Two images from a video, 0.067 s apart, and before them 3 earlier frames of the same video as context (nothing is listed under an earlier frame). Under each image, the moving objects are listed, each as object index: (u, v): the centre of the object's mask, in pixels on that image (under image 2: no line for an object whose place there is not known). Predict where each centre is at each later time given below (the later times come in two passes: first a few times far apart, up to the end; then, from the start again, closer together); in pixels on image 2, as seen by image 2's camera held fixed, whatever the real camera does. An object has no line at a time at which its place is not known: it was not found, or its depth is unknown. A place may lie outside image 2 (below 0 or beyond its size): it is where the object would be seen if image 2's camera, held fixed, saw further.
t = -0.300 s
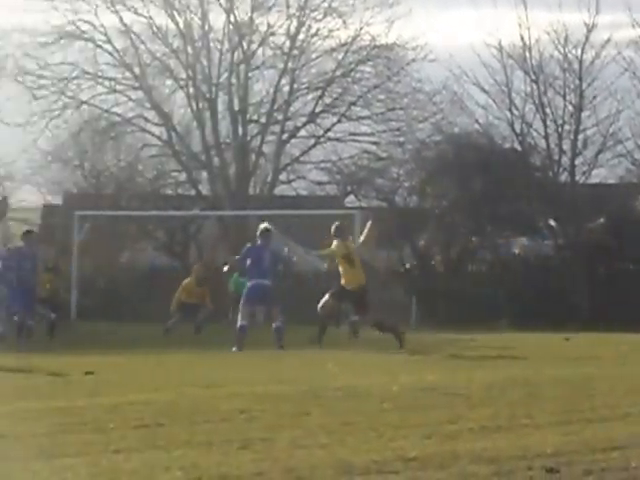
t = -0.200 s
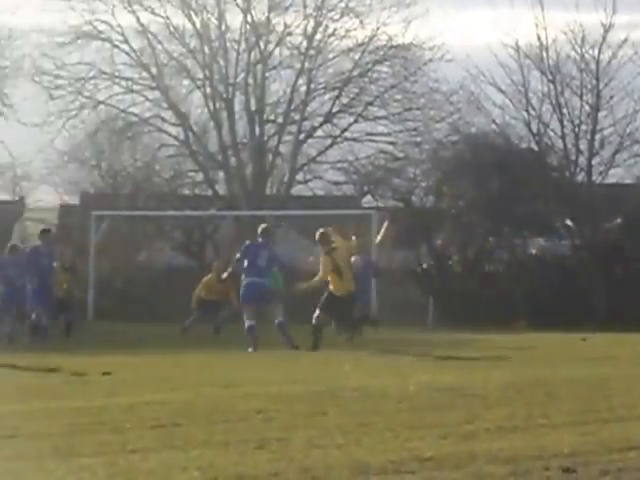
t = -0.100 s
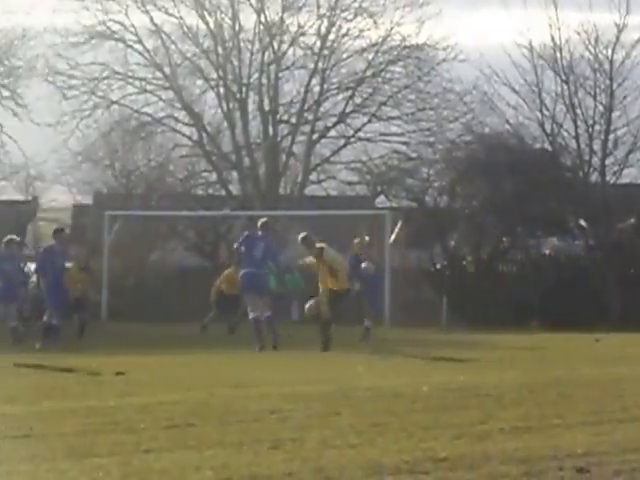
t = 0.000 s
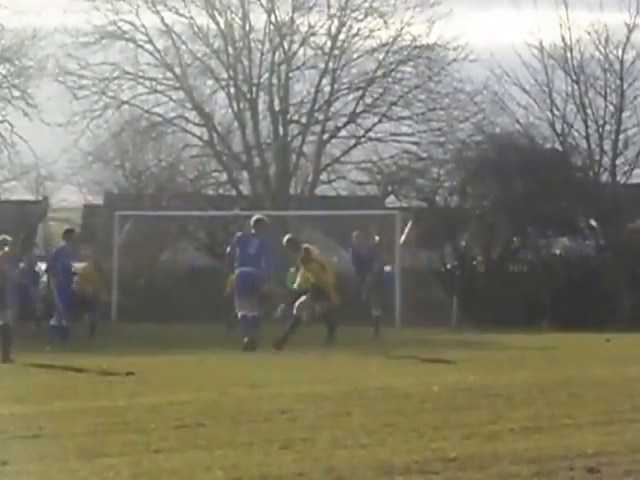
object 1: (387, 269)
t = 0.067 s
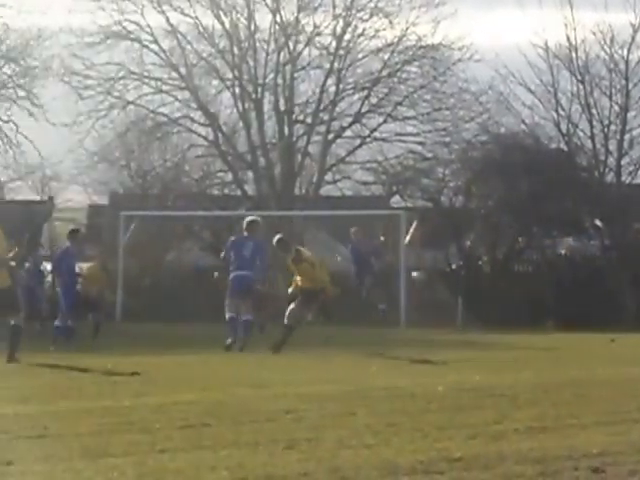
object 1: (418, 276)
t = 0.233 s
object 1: (473, 301)
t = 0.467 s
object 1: (528, 325)
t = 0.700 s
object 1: (551, 323)
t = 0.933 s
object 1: (571, 331)
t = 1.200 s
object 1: (591, 333)
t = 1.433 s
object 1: (607, 332)
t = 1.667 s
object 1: (621, 332)
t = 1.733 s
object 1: (625, 332)
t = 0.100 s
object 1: (428, 279)
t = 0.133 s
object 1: (439, 284)
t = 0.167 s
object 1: (451, 289)
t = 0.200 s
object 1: (463, 295)
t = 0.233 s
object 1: (473, 301)
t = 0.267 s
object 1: (483, 308)
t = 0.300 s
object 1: (494, 316)
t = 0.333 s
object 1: (506, 323)
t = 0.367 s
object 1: (516, 331)
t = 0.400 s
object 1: (521, 331)
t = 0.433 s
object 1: (524, 327)
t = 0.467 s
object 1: (528, 325)
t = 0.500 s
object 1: (531, 323)
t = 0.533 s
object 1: (535, 323)
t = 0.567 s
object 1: (538, 322)
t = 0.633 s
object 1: (545, 322)
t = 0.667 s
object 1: (548, 321)
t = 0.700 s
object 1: (551, 323)
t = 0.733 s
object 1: (554, 325)
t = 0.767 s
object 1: (557, 329)
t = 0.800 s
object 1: (559, 332)
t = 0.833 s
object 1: (561, 332)
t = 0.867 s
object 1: (565, 331)
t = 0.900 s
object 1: (569, 331)
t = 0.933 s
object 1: (571, 331)
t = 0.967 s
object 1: (574, 332)
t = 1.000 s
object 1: (576, 332)
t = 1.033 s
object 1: (579, 332)
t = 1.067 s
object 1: (581, 332)
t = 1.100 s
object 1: (584, 332)
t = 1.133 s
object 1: (587, 332)
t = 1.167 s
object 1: (589, 333)
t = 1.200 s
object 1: (591, 333)
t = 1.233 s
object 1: (593, 333)
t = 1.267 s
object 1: (596, 333)
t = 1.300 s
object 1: (598, 333)
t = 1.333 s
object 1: (600, 333)
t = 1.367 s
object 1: (602, 333)
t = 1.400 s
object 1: (604, 332)
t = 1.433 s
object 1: (607, 332)
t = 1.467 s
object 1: (609, 332)
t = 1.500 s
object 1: (611, 333)
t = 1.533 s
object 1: (613, 333)
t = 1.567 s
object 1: (615, 332)
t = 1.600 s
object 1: (617, 332)
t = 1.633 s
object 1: (619, 332)
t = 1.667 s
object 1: (621, 332)
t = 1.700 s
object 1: (623, 332)
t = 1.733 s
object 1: (625, 332)
